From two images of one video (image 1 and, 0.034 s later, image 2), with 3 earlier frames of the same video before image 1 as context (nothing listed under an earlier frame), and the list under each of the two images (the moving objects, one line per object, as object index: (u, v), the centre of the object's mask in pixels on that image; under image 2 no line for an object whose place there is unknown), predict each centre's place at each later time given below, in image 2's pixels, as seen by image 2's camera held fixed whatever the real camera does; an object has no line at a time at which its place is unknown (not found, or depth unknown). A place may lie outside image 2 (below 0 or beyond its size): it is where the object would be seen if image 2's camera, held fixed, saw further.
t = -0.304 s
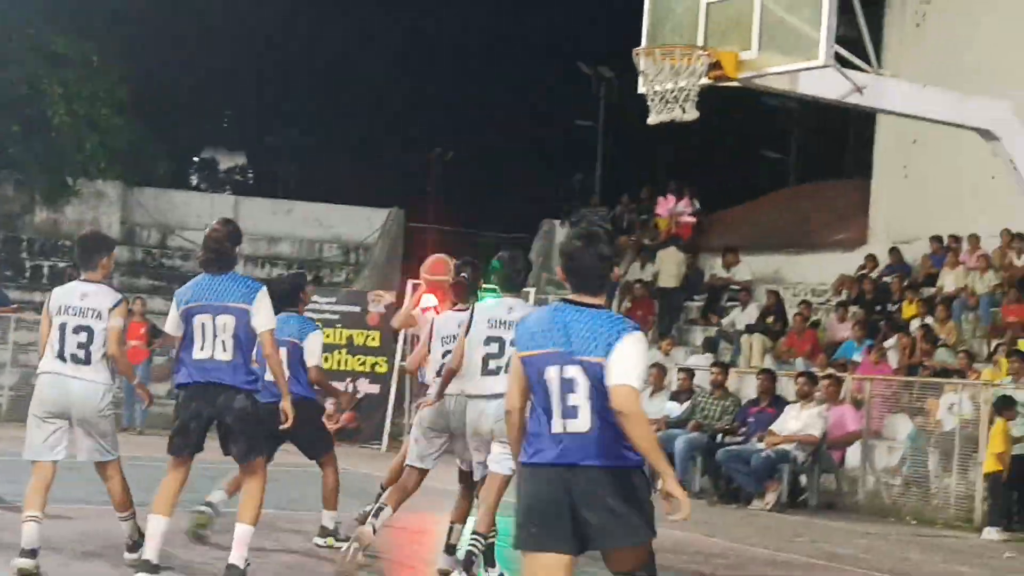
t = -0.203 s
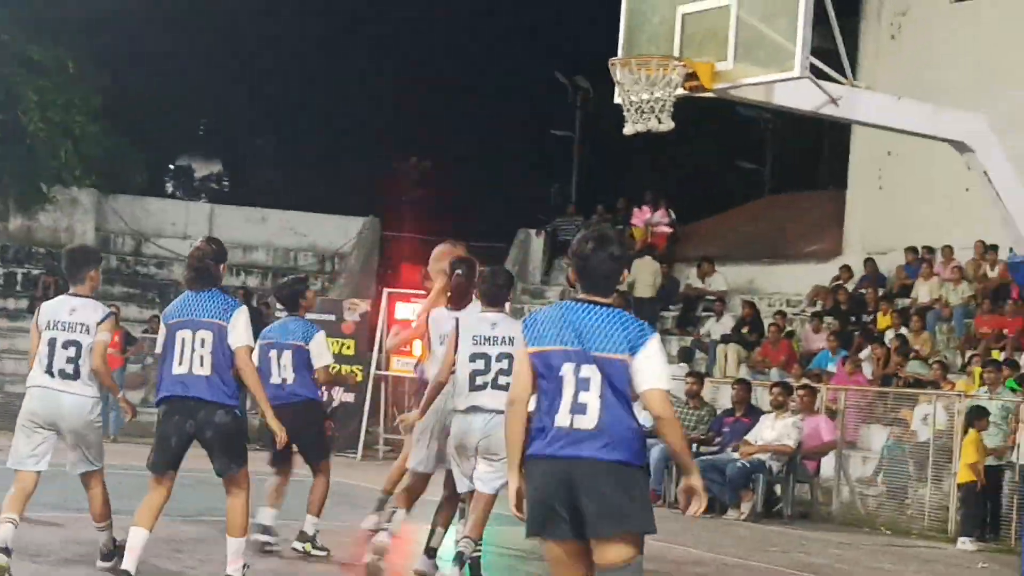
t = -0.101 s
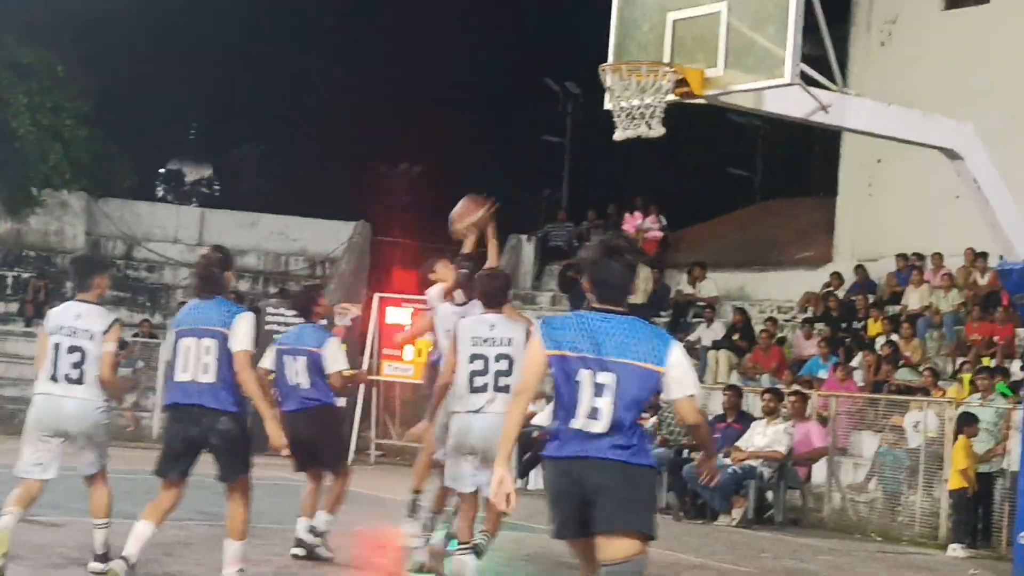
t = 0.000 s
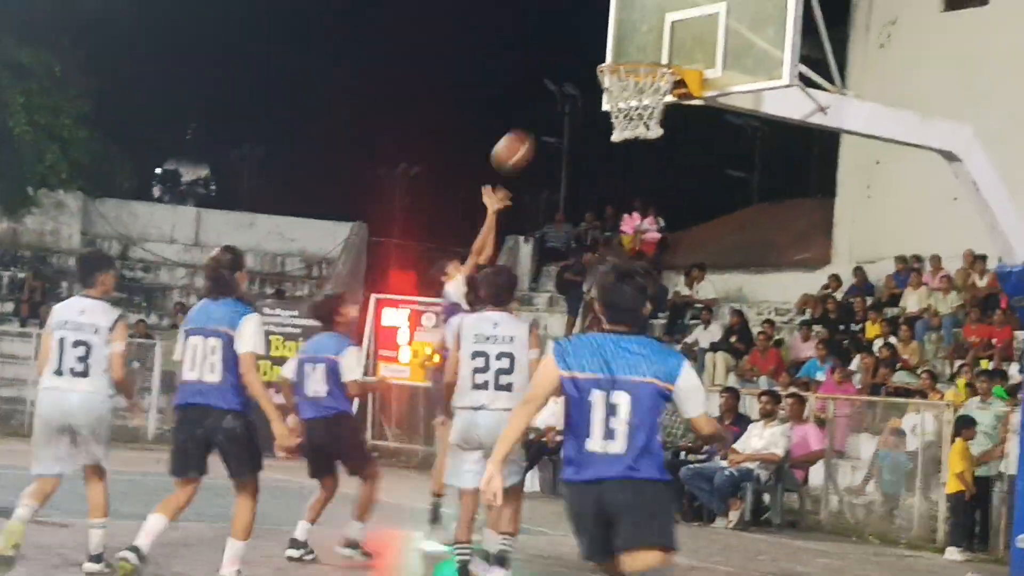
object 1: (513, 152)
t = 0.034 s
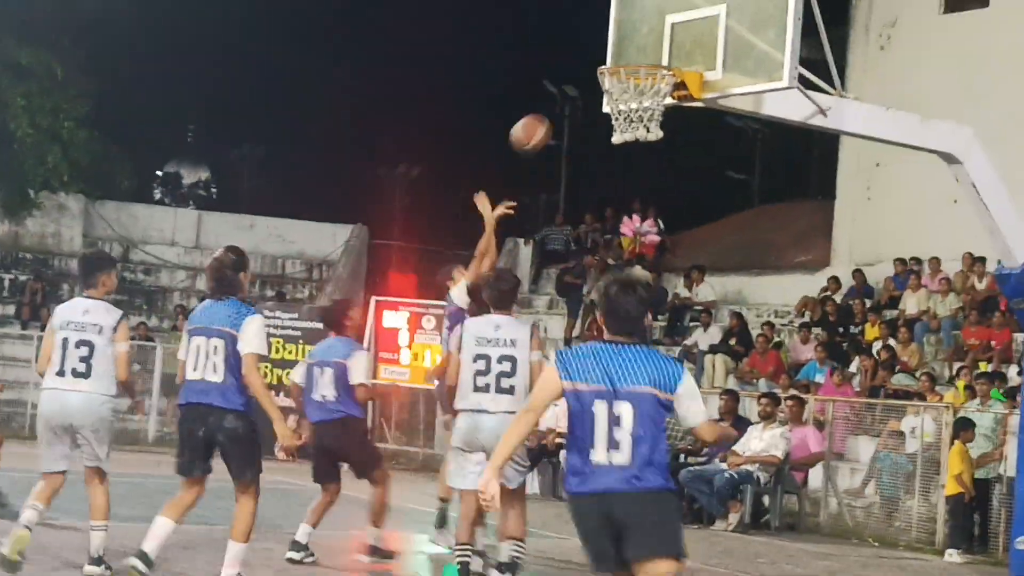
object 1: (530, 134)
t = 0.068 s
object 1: (547, 116)
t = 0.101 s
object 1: (564, 99)
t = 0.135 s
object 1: (581, 85)
